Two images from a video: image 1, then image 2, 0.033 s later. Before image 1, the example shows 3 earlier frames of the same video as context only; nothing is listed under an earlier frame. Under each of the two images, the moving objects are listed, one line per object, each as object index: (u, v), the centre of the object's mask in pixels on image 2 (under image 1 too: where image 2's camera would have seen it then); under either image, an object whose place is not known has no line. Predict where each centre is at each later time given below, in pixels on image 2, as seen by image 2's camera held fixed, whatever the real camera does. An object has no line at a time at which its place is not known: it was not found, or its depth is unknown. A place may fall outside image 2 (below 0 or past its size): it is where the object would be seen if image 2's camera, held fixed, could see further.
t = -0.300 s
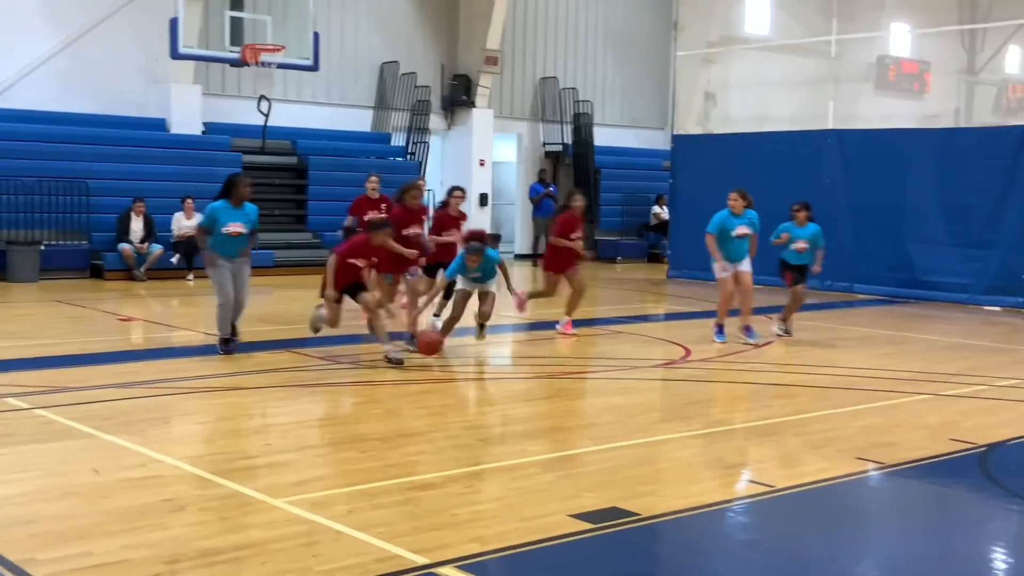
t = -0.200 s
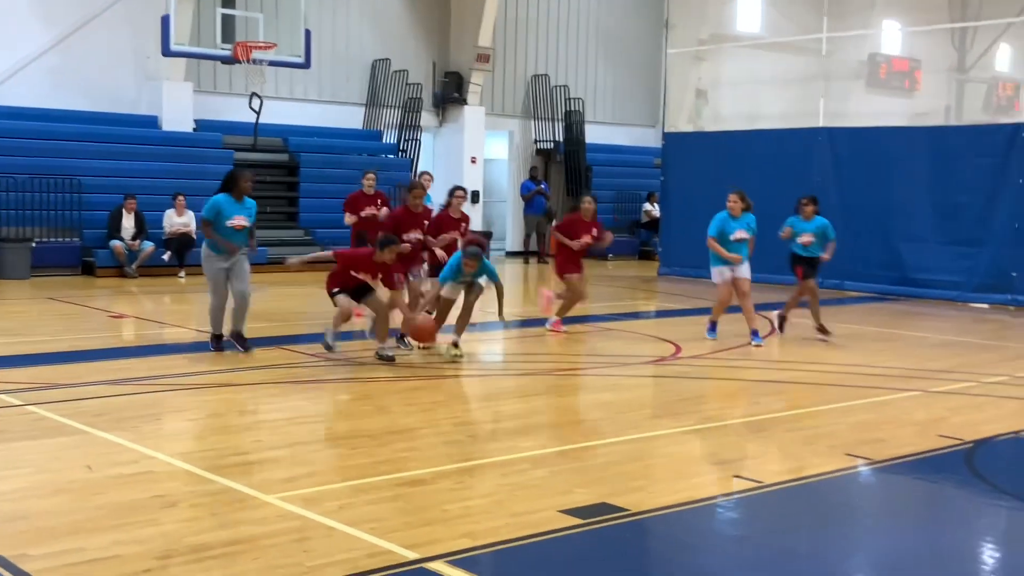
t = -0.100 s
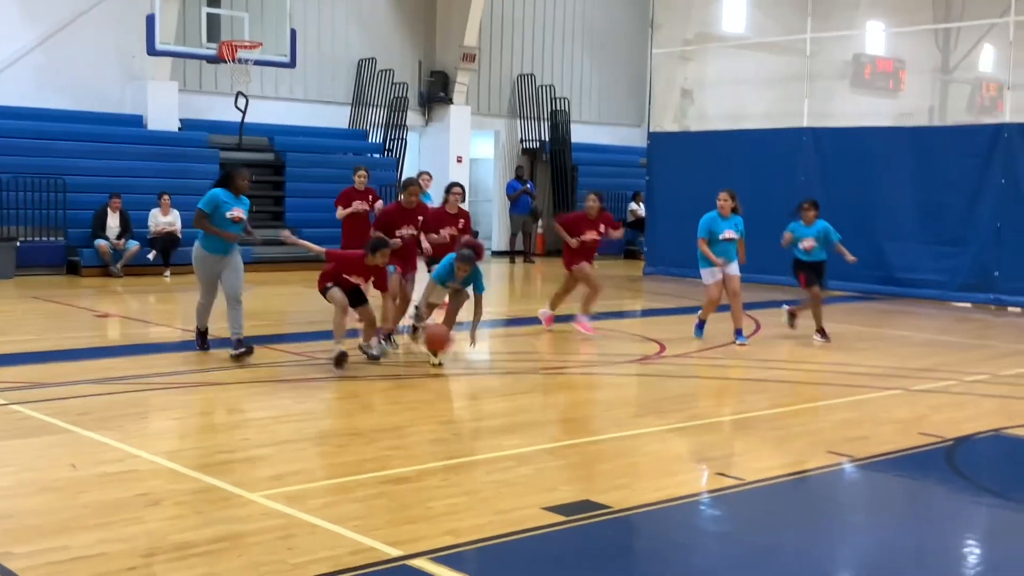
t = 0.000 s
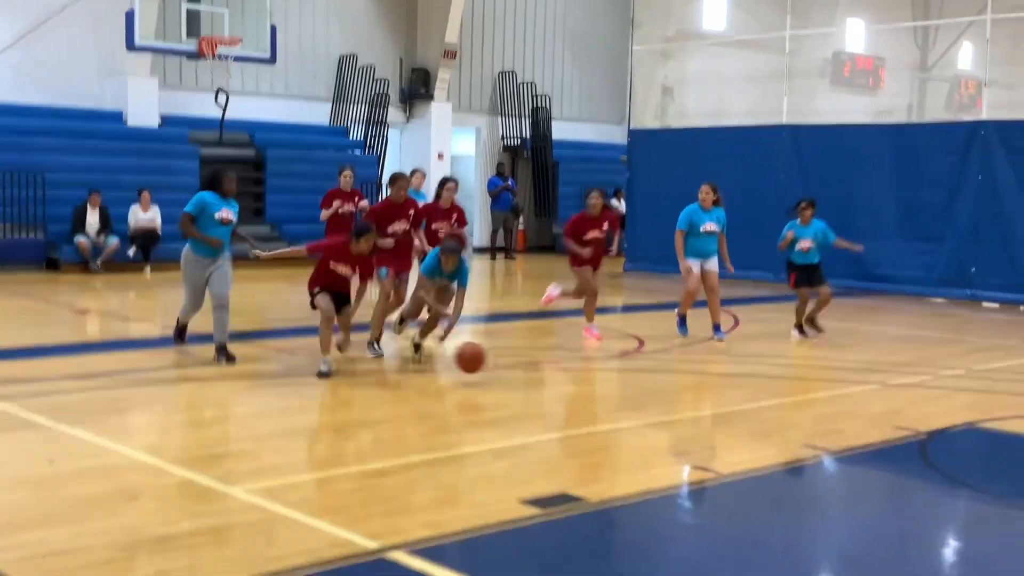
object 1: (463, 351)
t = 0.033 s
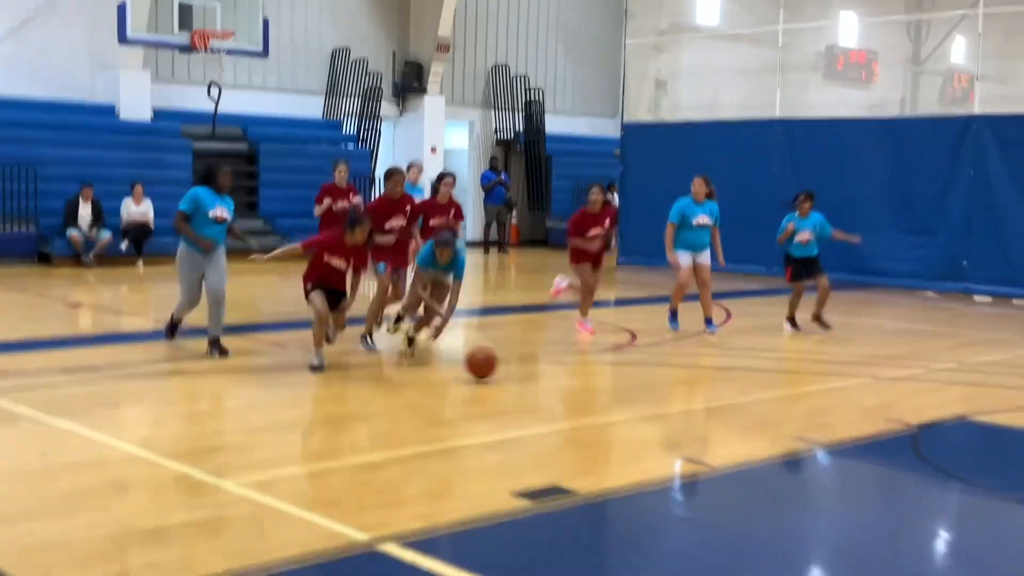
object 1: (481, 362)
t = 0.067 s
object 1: (498, 368)
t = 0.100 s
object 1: (513, 362)
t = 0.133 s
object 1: (528, 360)
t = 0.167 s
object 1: (544, 358)
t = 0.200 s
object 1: (561, 358)
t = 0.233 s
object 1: (578, 360)
